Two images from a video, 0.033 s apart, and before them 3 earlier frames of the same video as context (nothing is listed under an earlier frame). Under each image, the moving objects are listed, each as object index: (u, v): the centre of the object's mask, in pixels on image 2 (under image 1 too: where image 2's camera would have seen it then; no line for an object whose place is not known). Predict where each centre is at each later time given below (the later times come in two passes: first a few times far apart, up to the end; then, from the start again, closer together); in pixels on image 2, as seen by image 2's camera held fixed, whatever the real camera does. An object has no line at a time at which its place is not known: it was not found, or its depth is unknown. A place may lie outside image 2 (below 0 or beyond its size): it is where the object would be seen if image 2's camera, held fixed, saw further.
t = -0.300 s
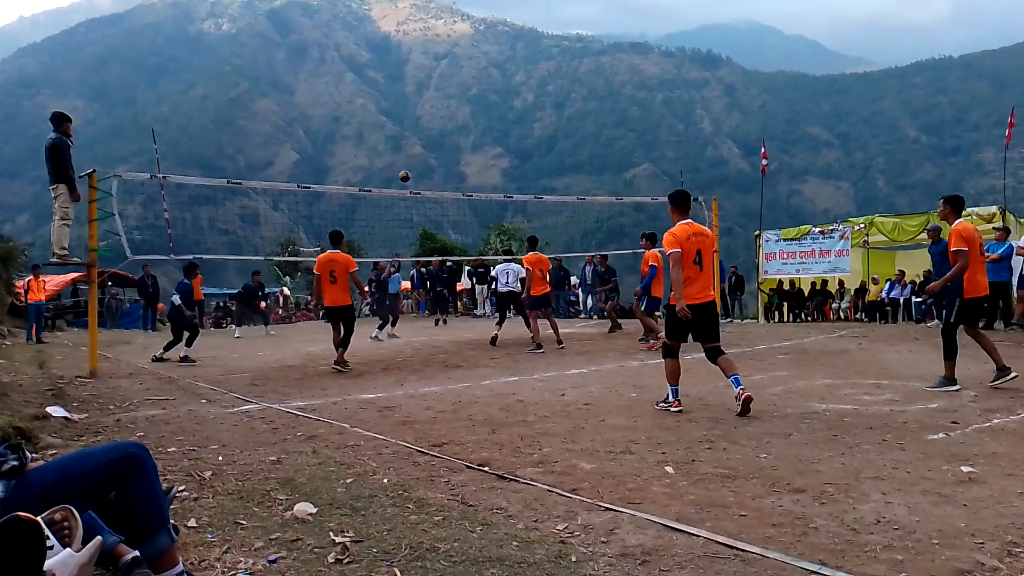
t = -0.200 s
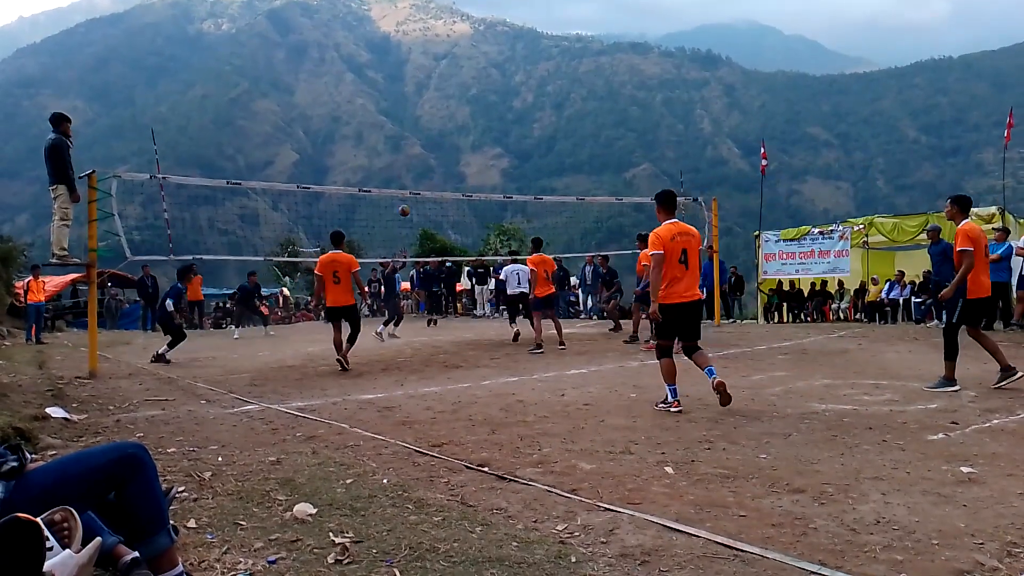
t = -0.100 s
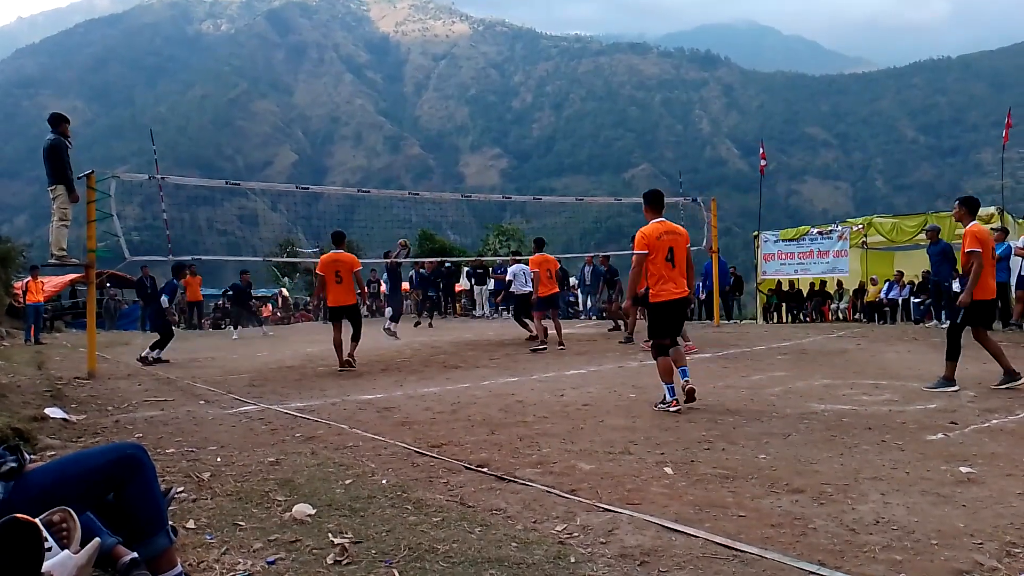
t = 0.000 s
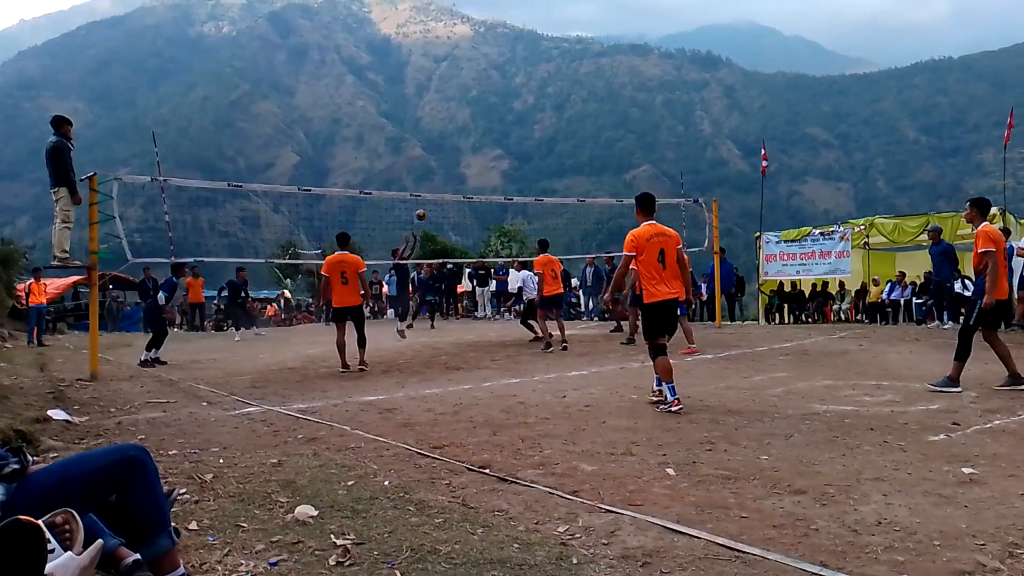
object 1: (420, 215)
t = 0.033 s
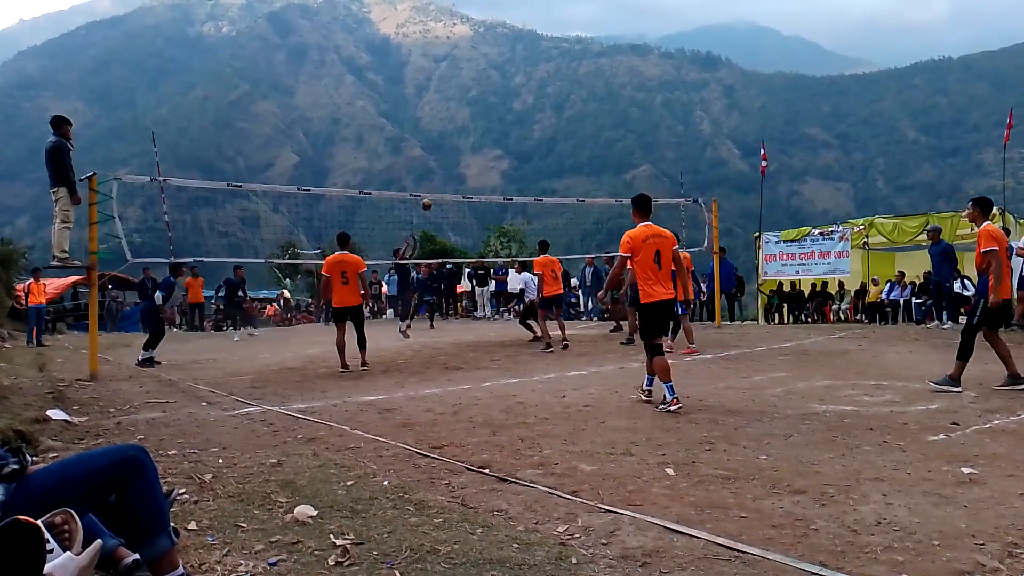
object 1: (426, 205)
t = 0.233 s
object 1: (462, 155)
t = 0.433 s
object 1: (498, 126)
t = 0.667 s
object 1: (541, 120)
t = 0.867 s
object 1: (579, 138)
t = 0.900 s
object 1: (585, 142)
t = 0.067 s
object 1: (431, 191)
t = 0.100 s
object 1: (438, 185)
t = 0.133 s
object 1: (444, 177)
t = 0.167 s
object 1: (450, 169)
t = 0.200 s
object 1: (456, 162)
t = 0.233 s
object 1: (462, 155)
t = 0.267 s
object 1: (468, 148)
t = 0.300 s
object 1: (474, 143)
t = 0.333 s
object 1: (480, 138)
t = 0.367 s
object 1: (486, 133)
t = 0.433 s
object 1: (498, 126)
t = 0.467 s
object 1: (505, 123)
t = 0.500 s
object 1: (511, 121)
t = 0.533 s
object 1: (517, 120)
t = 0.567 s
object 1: (523, 119)
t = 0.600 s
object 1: (530, 118)
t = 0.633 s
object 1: (536, 119)
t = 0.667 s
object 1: (541, 120)
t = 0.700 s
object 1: (548, 121)
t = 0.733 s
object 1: (554, 123)
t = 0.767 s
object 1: (560, 126)
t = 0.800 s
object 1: (566, 129)
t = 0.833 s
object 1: (573, 133)
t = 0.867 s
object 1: (579, 138)
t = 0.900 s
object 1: (585, 142)
